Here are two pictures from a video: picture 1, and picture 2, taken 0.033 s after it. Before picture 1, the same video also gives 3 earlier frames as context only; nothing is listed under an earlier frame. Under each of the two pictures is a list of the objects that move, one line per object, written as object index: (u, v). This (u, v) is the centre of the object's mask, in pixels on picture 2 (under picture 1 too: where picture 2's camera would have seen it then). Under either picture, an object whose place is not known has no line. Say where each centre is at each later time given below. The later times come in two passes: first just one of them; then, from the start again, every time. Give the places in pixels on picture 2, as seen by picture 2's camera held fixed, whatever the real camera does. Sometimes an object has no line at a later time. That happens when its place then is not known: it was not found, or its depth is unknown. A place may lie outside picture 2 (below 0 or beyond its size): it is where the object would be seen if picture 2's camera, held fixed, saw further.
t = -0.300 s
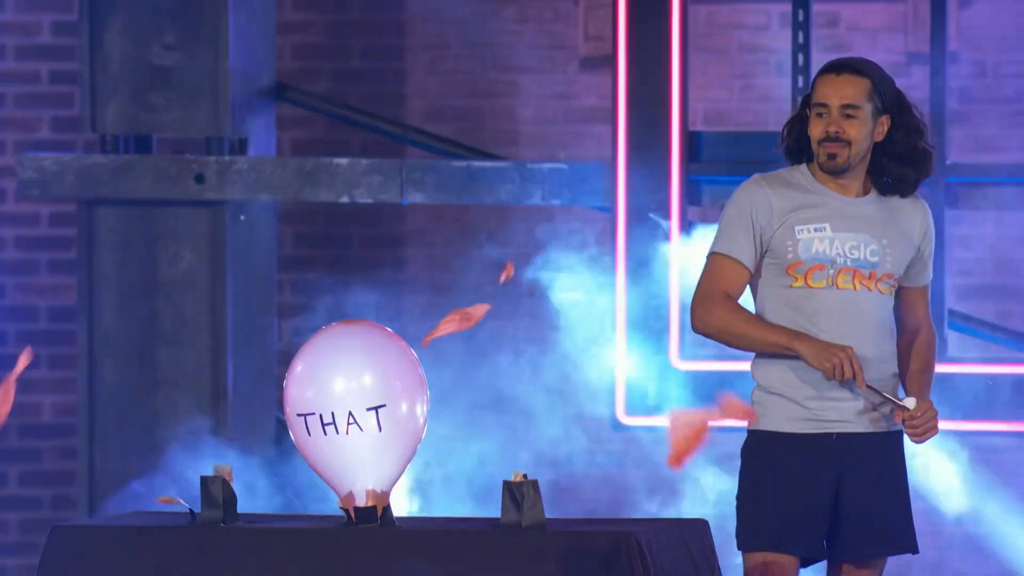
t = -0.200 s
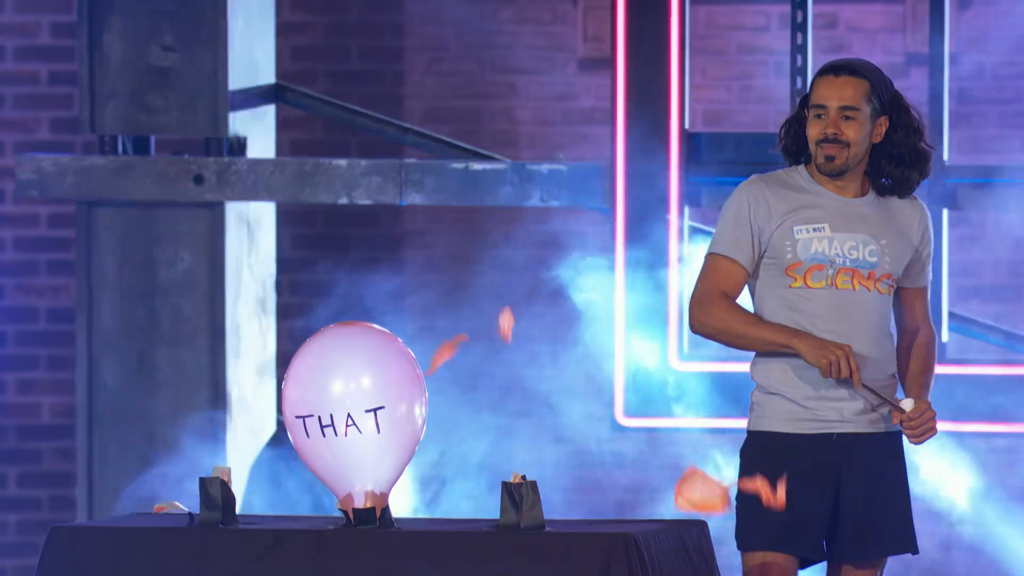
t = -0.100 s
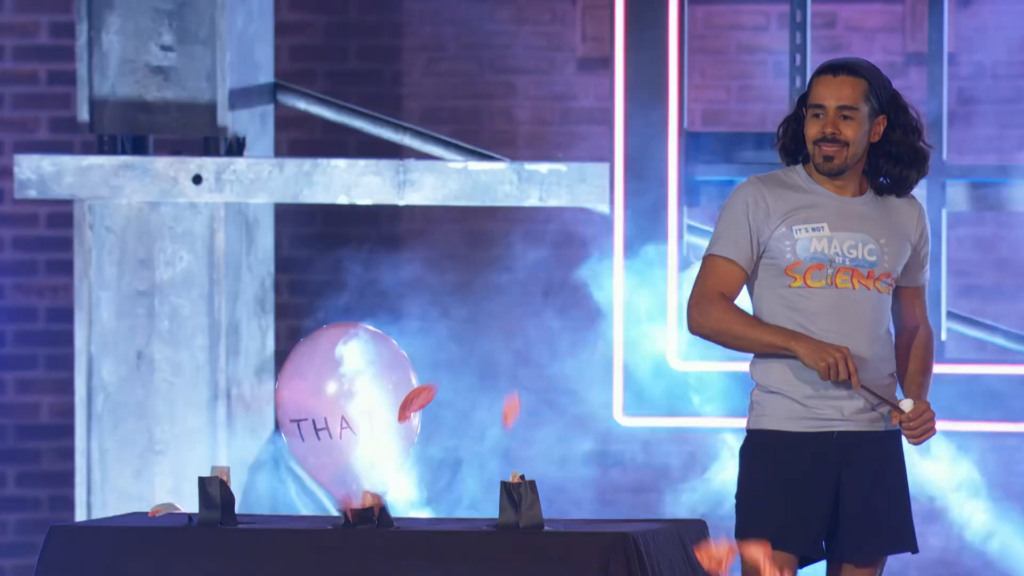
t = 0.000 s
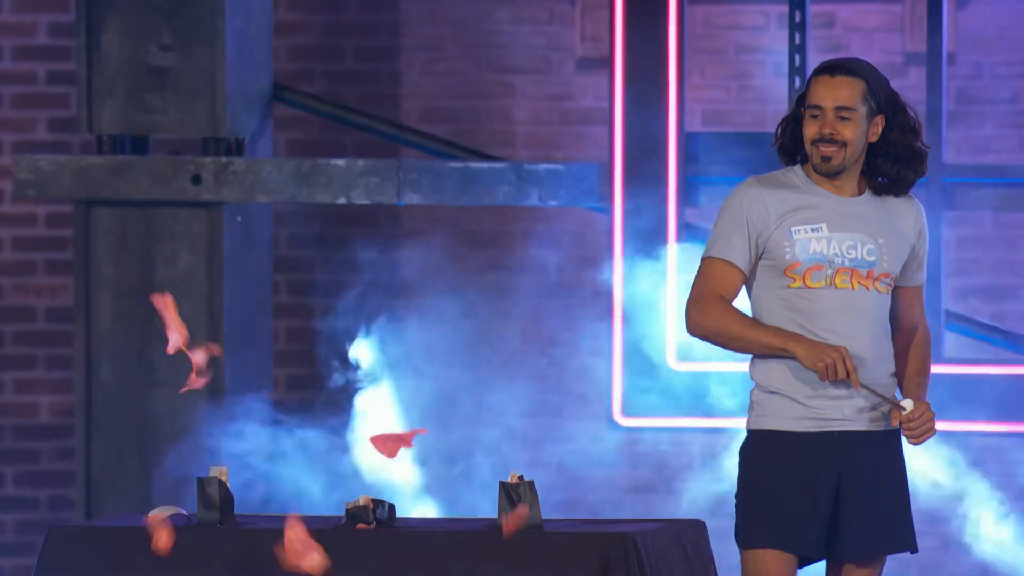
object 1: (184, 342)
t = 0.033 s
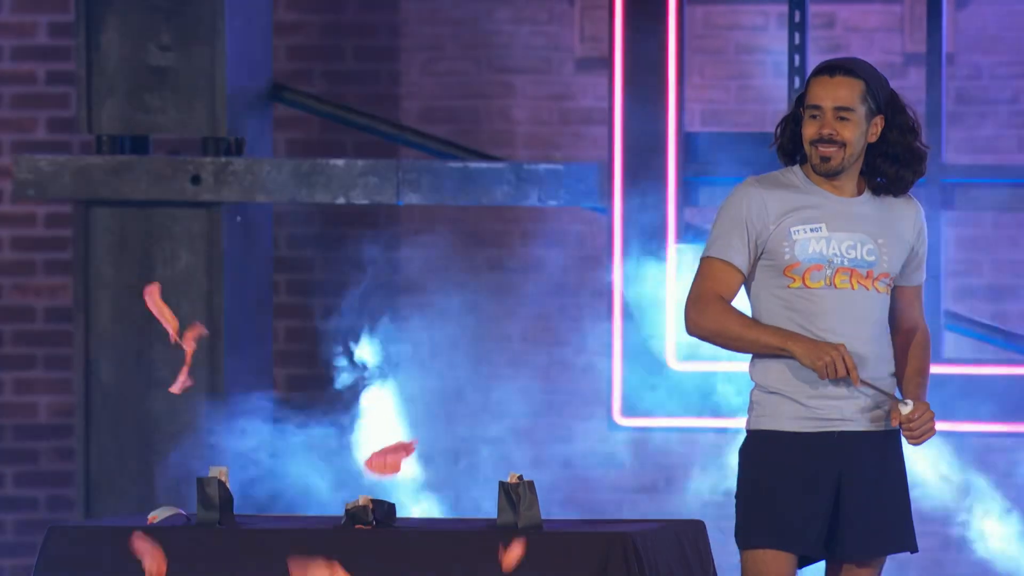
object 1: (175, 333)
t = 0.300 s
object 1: (156, 426)
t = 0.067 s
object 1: (170, 332)
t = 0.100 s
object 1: (163, 330)
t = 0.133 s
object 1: (158, 332)
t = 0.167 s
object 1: (155, 344)
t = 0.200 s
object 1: (151, 356)
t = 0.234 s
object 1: (149, 373)
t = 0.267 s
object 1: (151, 396)
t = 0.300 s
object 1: (156, 426)
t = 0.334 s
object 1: (169, 459)
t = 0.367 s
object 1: (179, 489)
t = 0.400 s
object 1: (183, 513)
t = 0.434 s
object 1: (192, 538)
